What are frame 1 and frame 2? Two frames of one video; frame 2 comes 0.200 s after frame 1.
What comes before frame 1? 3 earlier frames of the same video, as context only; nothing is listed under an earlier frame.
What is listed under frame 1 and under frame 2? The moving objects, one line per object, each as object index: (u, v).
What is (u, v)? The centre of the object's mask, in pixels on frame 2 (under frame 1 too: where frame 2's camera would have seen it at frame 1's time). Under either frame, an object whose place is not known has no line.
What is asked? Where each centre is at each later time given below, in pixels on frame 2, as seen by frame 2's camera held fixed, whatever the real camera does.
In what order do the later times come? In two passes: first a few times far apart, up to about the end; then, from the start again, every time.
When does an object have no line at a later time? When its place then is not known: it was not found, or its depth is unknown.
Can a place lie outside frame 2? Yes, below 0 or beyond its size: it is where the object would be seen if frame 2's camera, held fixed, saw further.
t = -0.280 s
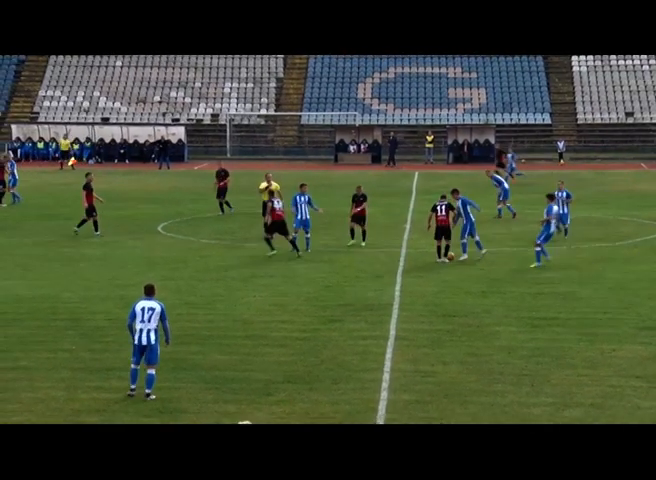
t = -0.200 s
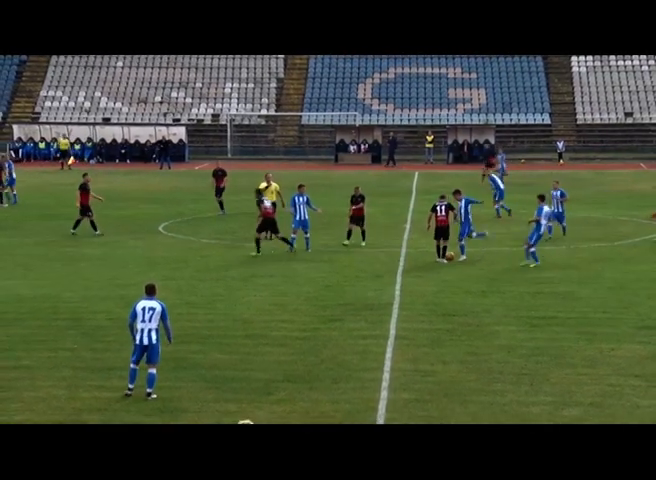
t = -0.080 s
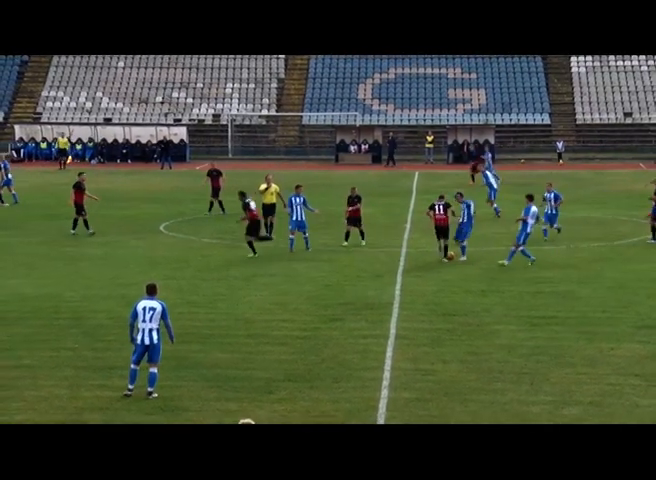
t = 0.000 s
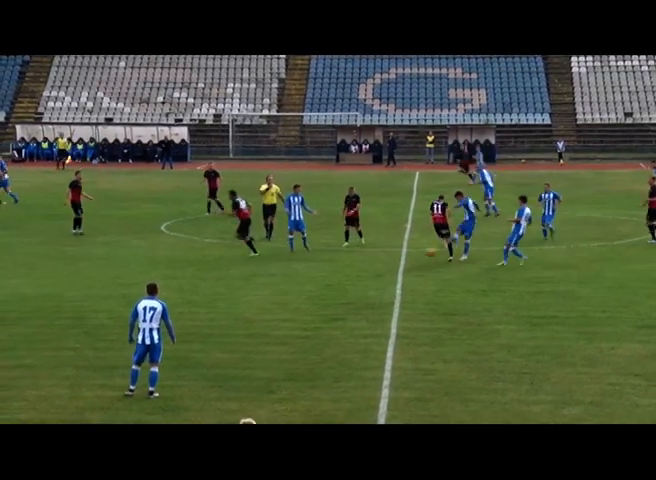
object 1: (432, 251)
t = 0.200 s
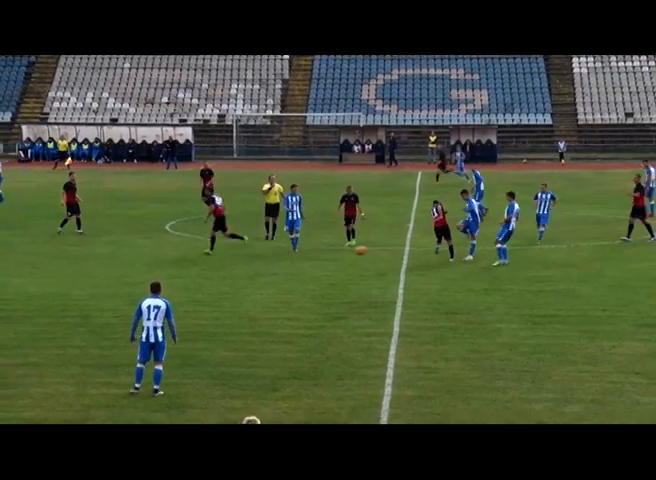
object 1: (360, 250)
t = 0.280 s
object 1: (332, 255)
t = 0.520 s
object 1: (245, 293)
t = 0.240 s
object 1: (346, 252)
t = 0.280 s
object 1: (332, 255)
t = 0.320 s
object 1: (318, 259)
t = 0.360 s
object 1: (304, 264)
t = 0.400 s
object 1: (290, 269)
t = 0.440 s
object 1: (274, 276)
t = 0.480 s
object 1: (260, 284)
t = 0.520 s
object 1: (245, 293)
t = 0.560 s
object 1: (230, 303)
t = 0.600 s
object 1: (214, 316)
